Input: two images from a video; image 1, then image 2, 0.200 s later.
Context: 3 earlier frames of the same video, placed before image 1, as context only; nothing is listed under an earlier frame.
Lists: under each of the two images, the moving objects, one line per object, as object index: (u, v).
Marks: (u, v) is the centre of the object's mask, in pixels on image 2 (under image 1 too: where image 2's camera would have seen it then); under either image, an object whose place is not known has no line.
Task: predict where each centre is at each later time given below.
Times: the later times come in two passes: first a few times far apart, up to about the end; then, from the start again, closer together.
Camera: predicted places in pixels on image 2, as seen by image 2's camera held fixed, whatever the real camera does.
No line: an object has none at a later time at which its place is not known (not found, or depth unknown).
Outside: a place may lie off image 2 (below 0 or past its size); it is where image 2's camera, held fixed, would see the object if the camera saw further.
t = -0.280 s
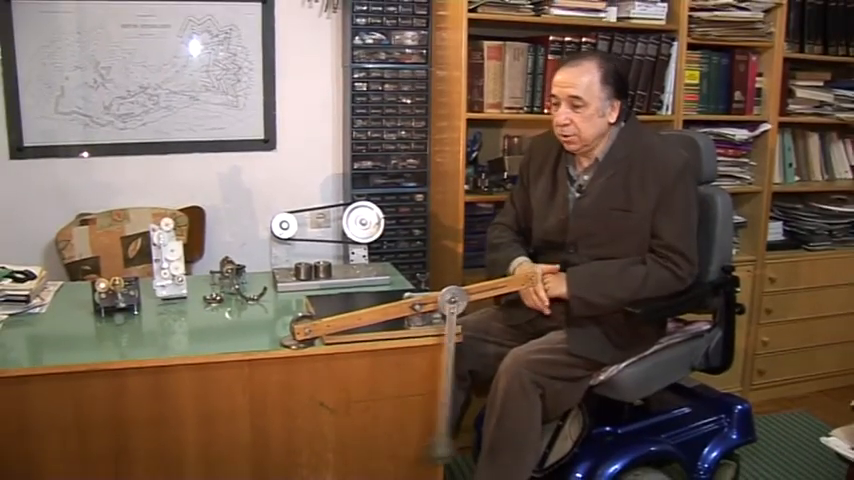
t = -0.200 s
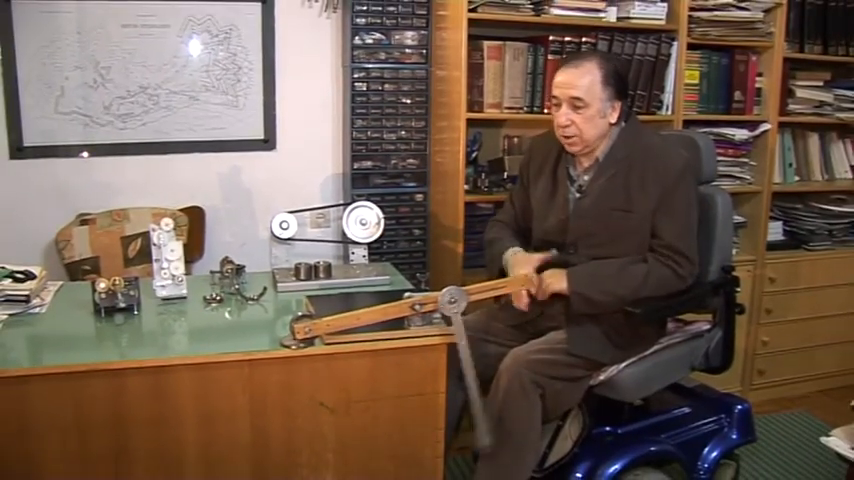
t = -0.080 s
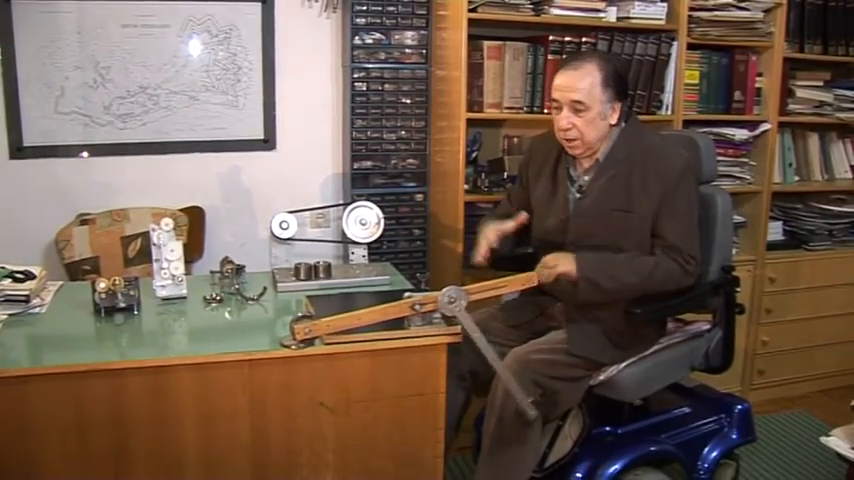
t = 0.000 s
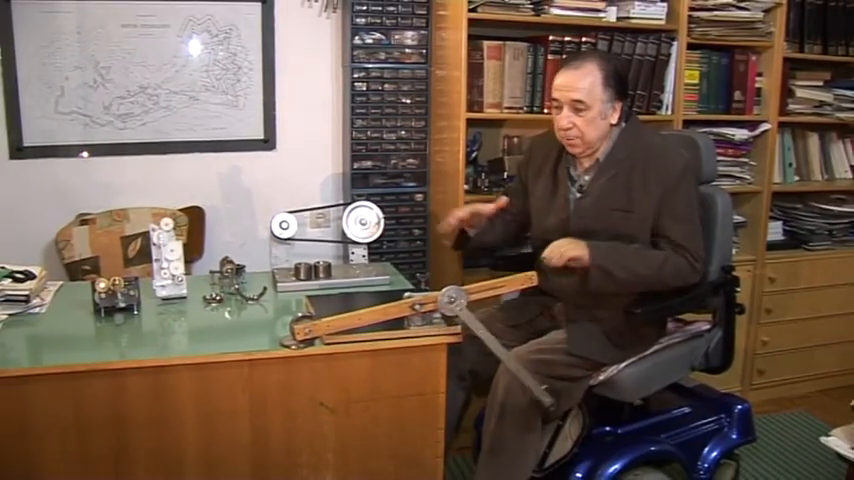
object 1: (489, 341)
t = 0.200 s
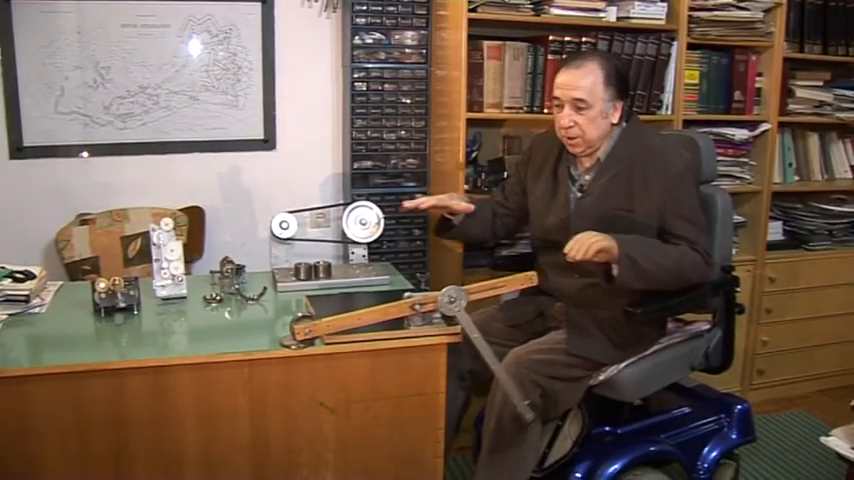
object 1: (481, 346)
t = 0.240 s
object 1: (476, 351)
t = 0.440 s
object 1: (431, 377)
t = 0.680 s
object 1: (394, 365)
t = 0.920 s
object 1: (423, 376)
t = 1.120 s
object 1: (471, 353)
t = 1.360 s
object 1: (490, 339)
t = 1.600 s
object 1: (464, 364)
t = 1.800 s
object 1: (414, 371)
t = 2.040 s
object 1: (398, 364)
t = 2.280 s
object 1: (444, 373)
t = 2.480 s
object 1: (481, 346)
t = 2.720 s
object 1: (486, 343)
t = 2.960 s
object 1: (446, 370)
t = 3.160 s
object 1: (401, 368)
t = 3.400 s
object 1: (407, 368)
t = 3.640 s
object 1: (463, 366)
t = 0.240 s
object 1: (476, 351)
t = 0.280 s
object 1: (472, 361)
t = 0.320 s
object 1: (463, 364)
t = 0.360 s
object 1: (453, 373)
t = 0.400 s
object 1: (442, 375)
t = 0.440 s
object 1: (431, 377)
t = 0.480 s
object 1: (421, 373)
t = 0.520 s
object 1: (414, 370)
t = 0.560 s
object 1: (405, 370)
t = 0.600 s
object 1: (398, 368)
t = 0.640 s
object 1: (396, 365)
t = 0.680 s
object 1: (394, 365)
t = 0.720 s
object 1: (394, 365)
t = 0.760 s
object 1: (395, 367)
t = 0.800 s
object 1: (400, 368)
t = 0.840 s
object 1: (407, 370)
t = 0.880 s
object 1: (413, 374)
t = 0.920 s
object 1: (423, 376)
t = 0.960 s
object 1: (434, 375)
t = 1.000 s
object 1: (445, 371)
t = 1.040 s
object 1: (455, 375)
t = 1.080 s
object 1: (465, 363)
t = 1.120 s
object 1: (471, 353)
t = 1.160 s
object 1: (477, 349)
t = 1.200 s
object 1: (482, 344)
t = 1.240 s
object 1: (485, 342)
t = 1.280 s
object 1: (488, 340)
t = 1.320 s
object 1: (489, 339)
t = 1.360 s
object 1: (490, 339)
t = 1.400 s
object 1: (488, 341)
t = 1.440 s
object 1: (485, 342)
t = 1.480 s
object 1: (482, 345)
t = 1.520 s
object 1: (476, 349)
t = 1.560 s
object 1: (471, 355)
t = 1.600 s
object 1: (464, 364)
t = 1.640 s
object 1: (455, 374)
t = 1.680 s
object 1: (444, 373)
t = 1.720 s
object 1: (434, 374)
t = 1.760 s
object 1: (423, 374)
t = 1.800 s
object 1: (414, 371)
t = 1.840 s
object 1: (408, 368)
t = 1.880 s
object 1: (401, 367)
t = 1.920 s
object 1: (398, 364)
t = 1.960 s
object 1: (396, 364)
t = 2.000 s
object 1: (396, 363)
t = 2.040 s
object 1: (398, 364)
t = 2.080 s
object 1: (401, 366)
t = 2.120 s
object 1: (406, 369)
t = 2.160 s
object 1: (414, 371)
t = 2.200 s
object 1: (424, 371)
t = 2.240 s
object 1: (433, 374)
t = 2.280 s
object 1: (444, 373)
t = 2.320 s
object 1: (454, 373)
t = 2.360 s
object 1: (463, 362)
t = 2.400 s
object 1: (470, 355)
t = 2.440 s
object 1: (476, 349)
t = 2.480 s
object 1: (481, 346)
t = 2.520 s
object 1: (485, 343)
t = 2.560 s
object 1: (488, 341)
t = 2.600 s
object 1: (490, 341)
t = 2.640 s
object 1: (490, 341)
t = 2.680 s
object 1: (489, 342)
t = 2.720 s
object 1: (486, 343)
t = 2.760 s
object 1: (482, 345)
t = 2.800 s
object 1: (477, 349)
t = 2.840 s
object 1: (472, 355)
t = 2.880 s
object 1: (465, 363)
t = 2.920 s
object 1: (455, 374)
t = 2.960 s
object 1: (446, 370)
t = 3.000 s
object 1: (435, 376)
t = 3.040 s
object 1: (424, 375)
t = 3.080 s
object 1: (415, 373)
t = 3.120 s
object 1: (409, 369)
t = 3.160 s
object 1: (401, 368)
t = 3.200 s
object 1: (397, 367)
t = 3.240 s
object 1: (395, 365)
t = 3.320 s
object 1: (396, 367)
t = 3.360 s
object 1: (400, 368)
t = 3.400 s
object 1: (407, 368)
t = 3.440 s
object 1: (413, 373)
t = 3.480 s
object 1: (422, 375)
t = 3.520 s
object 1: (432, 376)
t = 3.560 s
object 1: (443, 374)
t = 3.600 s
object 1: (454, 373)
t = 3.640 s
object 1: (463, 366)
